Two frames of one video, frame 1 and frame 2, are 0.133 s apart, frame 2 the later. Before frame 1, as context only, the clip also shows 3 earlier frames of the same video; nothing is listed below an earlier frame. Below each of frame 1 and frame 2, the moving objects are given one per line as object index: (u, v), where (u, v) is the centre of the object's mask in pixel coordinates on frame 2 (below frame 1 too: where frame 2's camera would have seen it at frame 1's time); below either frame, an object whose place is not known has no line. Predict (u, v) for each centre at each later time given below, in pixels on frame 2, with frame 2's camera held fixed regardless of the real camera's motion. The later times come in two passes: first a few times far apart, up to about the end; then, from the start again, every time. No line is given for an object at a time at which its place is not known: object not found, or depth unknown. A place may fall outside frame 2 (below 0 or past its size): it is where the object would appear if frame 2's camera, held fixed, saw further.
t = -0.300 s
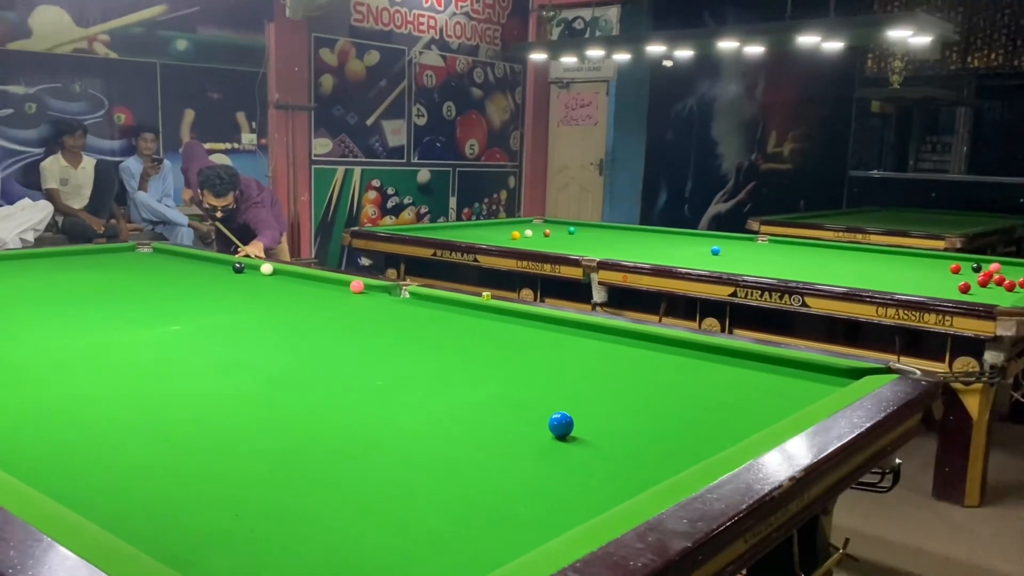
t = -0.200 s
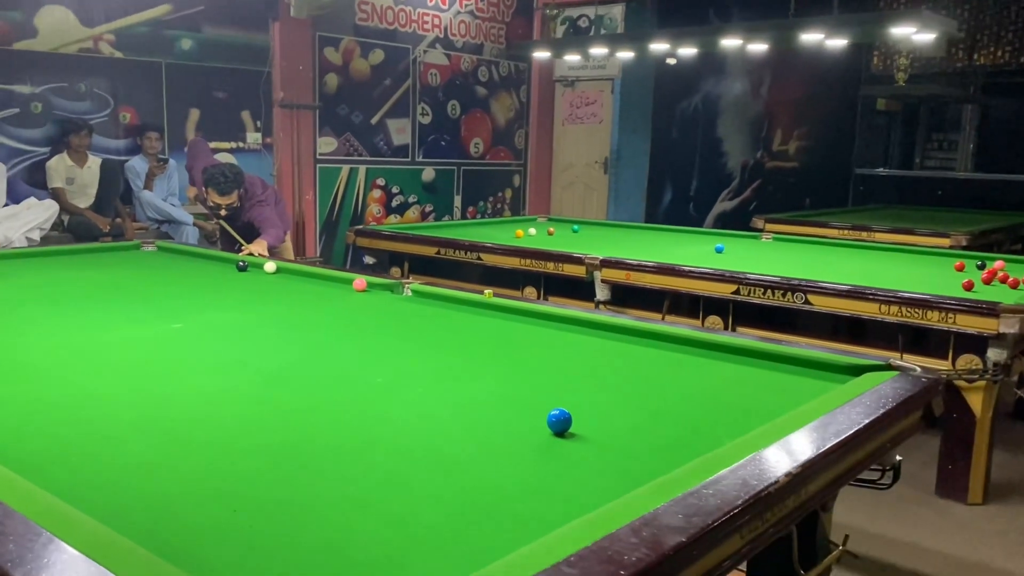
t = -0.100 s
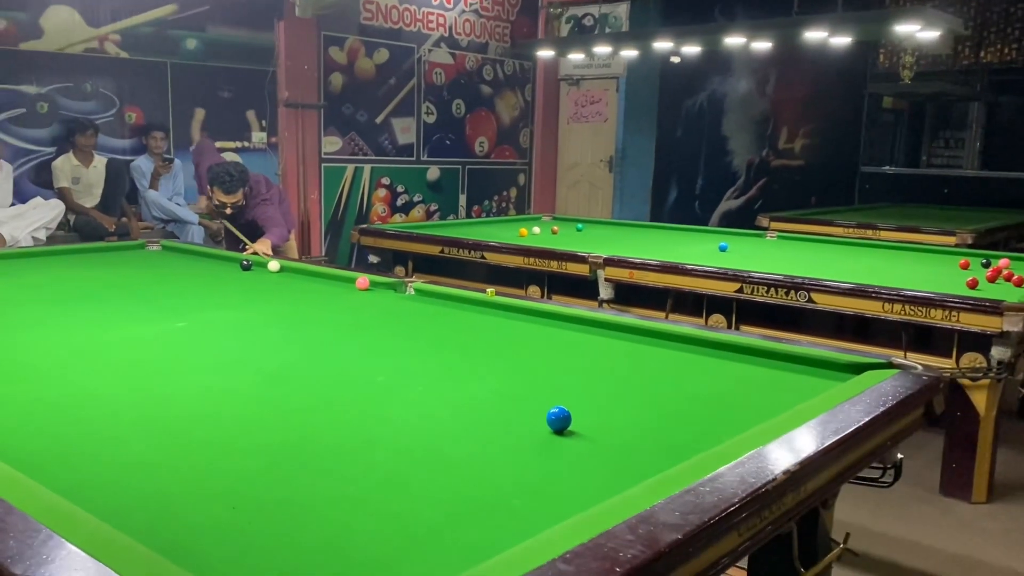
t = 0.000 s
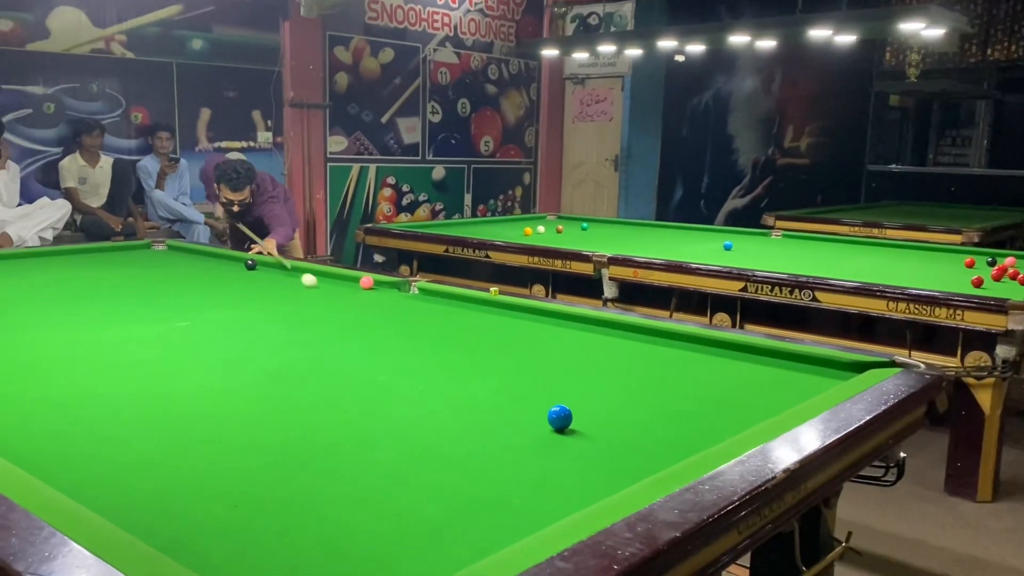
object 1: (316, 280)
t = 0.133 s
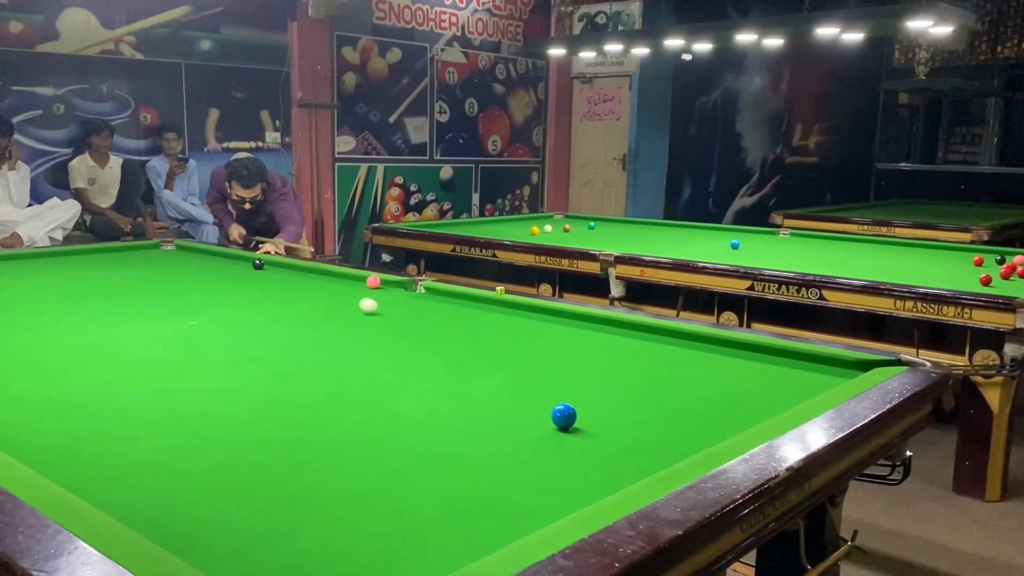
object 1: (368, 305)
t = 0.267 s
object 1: (441, 342)
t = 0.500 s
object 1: (693, 423)
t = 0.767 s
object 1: (569, 368)
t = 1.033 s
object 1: (456, 334)
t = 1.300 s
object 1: (375, 310)
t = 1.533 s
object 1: (319, 294)
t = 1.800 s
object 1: (267, 279)
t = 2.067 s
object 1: (223, 267)
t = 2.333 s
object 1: (186, 257)
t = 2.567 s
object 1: (159, 249)
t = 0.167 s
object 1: (384, 313)
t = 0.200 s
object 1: (401, 322)
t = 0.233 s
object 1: (420, 332)
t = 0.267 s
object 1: (441, 342)
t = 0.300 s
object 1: (464, 354)
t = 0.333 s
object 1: (490, 367)
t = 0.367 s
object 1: (518, 382)
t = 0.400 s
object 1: (550, 397)
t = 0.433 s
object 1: (593, 410)
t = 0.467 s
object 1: (642, 416)
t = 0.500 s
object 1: (693, 423)
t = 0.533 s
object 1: (740, 425)
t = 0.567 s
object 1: (712, 418)
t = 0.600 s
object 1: (682, 407)
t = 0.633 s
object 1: (655, 397)
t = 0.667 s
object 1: (631, 389)
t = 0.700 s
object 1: (608, 381)
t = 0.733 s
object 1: (588, 374)
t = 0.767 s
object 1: (569, 368)
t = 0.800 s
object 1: (552, 362)
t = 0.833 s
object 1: (536, 357)
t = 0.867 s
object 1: (520, 352)
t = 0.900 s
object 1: (506, 348)
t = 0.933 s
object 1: (493, 344)
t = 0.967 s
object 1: (480, 341)
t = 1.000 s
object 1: (468, 337)
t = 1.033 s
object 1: (456, 334)
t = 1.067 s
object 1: (445, 330)
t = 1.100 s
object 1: (434, 327)
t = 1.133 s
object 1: (423, 324)
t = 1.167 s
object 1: (413, 321)
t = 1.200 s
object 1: (403, 318)
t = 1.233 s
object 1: (394, 316)
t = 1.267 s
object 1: (384, 313)
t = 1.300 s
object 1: (375, 310)
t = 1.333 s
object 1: (367, 308)
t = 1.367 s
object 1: (358, 305)
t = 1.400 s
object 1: (350, 303)
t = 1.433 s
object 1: (342, 301)
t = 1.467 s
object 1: (334, 298)
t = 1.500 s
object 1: (327, 296)
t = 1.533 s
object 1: (319, 294)
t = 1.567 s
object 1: (312, 292)
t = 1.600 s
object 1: (305, 290)
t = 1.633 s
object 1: (298, 288)
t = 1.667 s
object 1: (292, 287)
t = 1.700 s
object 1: (285, 285)
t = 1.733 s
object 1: (279, 283)
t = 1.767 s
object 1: (272, 281)
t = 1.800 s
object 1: (267, 279)
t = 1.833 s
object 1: (260, 277)
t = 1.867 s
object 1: (255, 276)
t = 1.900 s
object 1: (249, 274)
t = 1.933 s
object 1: (243, 273)
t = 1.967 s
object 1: (238, 271)
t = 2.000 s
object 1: (233, 270)
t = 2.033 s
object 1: (228, 268)
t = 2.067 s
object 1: (223, 267)
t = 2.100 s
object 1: (218, 266)
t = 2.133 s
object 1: (213, 264)
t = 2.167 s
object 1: (208, 263)
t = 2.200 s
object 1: (204, 262)
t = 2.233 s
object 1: (199, 261)
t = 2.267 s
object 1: (195, 259)
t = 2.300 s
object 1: (190, 258)
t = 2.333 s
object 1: (186, 257)
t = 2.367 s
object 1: (182, 256)
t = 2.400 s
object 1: (178, 255)
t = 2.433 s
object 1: (175, 254)
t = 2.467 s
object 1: (170, 253)
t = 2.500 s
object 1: (166, 251)
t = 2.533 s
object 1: (163, 250)
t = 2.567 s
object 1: (159, 249)
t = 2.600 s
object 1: (155, 248)
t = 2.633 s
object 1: (152, 247)
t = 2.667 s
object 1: (149, 247)
